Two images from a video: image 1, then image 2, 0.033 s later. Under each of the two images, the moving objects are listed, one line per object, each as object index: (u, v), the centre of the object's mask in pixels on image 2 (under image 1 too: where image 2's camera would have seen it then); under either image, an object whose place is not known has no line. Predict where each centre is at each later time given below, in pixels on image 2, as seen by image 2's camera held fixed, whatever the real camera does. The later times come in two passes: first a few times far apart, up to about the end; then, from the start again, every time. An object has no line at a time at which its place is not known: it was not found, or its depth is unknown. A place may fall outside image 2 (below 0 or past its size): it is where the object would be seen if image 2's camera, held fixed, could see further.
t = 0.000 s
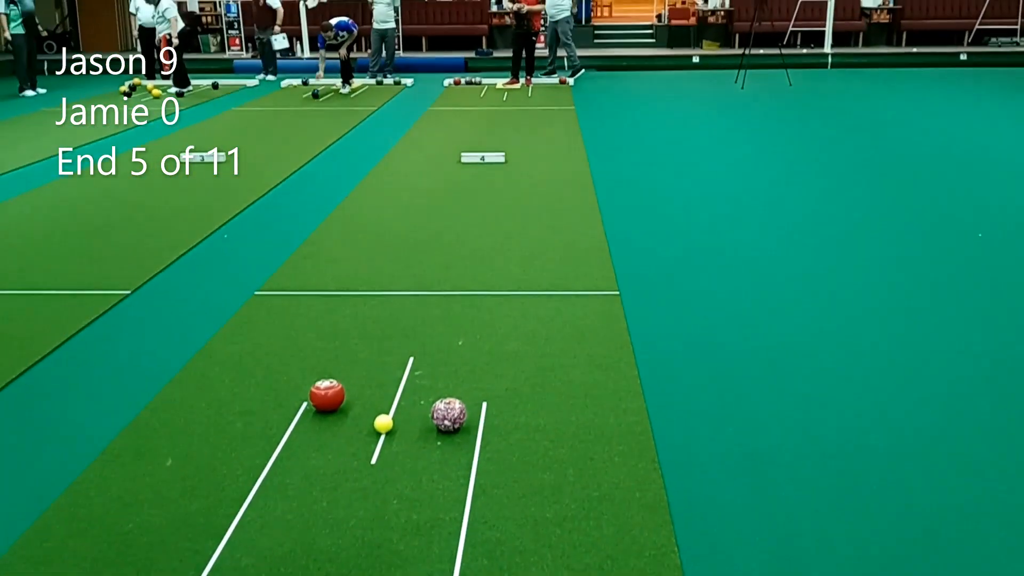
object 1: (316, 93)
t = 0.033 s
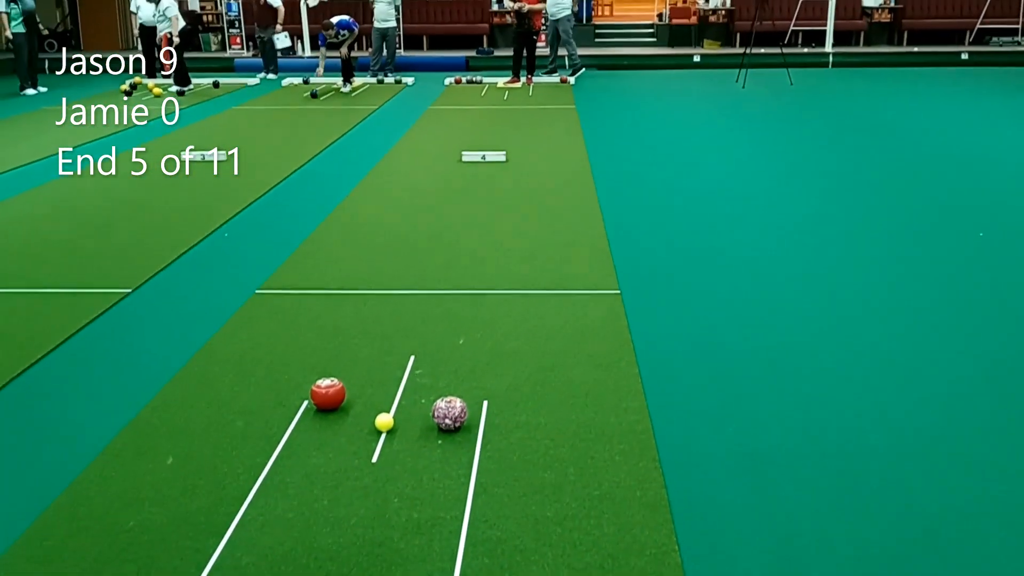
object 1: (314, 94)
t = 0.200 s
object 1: (303, 97)
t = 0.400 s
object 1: (292, 101)
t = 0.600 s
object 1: (279, 105)
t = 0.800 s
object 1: (266, 110)
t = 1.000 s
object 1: (253, 114)
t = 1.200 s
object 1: (239, 119)
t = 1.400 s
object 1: (225, 125)
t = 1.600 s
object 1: (211, 130)
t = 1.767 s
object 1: (199, 135)
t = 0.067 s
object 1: (312, 94)
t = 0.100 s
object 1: (309, 95)
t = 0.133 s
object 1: (308, 96)
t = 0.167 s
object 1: (306, 96)
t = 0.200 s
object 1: (303, 97)
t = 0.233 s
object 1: (302, 98)
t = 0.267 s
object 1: (300, 98)
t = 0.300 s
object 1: (298, 99)
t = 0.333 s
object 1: (295, 100)
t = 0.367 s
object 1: (294, 101)
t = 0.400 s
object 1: (292, 101)
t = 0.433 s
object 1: (289, 102)
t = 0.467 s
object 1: (287, 102)
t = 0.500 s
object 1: (285, 103)
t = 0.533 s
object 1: (283, 104)
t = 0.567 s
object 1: (281, 105)
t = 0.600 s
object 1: (279, 105)
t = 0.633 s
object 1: (277, 106)
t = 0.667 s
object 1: (275, 107)
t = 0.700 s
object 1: (273, 108)
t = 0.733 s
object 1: (271, 108)
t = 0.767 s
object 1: (269, 109)
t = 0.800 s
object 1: (266, 110)
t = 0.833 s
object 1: (264, 111)
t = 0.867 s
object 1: (262, 112)
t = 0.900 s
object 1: (259, 113)
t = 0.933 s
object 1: (257, 113)
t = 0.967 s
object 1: (255, 114)
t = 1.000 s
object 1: (253, 114)
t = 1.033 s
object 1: (251, 115)
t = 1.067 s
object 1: (249, 116)
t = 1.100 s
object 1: (246, 117)
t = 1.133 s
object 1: (244, 118)
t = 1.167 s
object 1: (242, 119)
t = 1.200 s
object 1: (239, 119)
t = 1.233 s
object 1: (237, 120)
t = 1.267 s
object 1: (235, 121)
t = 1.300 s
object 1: (232, 122)
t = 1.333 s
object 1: (230, 123)
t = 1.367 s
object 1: (228, 124)
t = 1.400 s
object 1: (225, 125)
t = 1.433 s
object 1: (223, 126)
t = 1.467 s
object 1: (220, 127)
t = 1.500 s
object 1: (218, 127)
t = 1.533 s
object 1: (216, 128)
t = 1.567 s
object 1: (213, 129)
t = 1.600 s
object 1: (211, 130)
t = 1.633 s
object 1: (209, 131)
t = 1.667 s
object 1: (206, 132)
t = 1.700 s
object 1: (204, 133)
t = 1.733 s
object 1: (201, 134)
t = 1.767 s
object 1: (199, 135)
